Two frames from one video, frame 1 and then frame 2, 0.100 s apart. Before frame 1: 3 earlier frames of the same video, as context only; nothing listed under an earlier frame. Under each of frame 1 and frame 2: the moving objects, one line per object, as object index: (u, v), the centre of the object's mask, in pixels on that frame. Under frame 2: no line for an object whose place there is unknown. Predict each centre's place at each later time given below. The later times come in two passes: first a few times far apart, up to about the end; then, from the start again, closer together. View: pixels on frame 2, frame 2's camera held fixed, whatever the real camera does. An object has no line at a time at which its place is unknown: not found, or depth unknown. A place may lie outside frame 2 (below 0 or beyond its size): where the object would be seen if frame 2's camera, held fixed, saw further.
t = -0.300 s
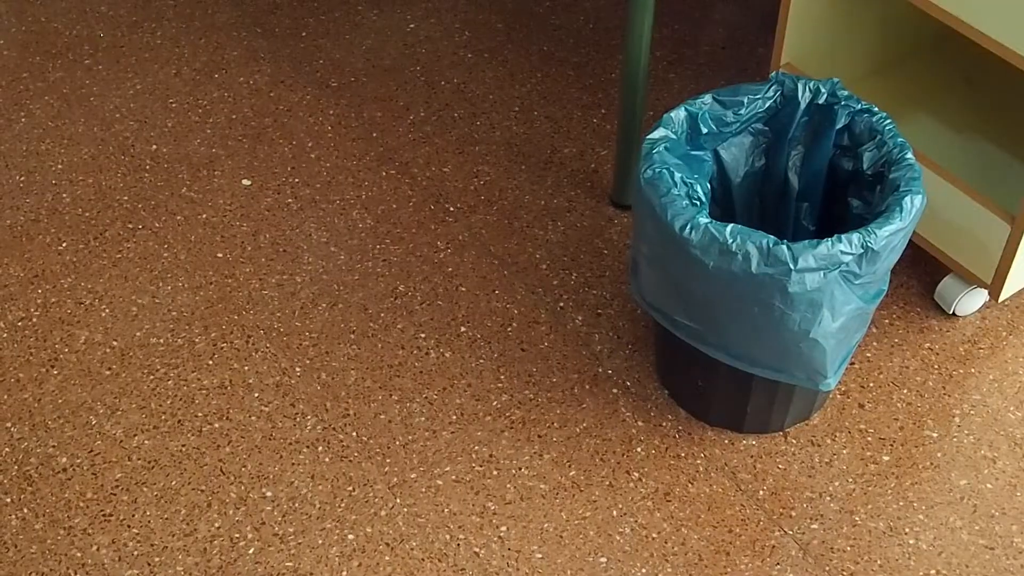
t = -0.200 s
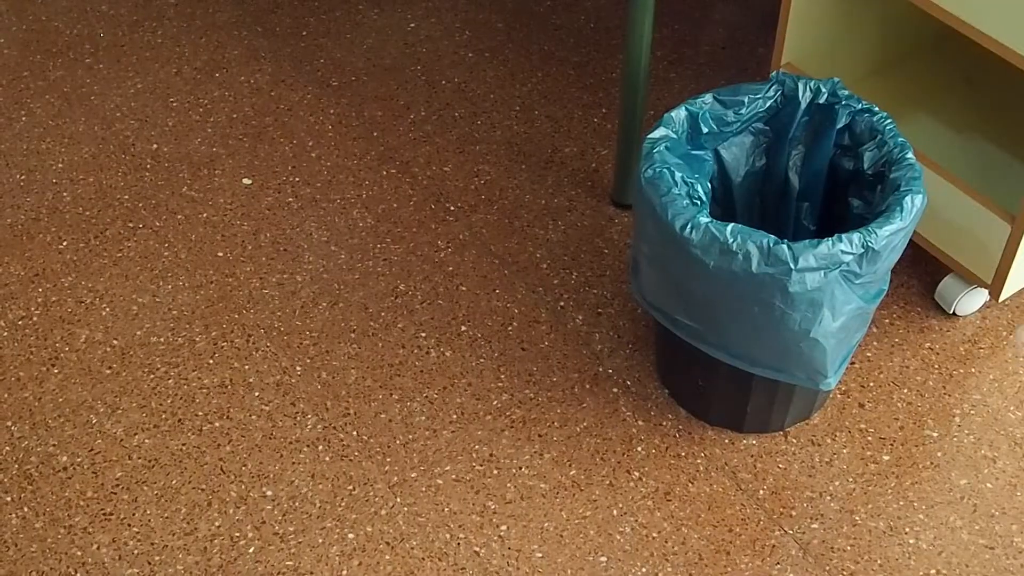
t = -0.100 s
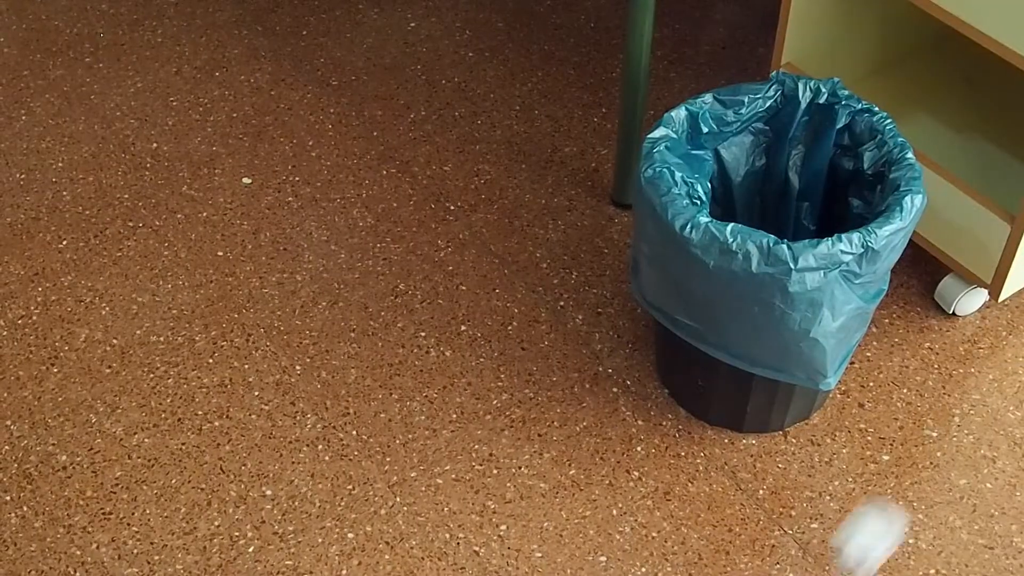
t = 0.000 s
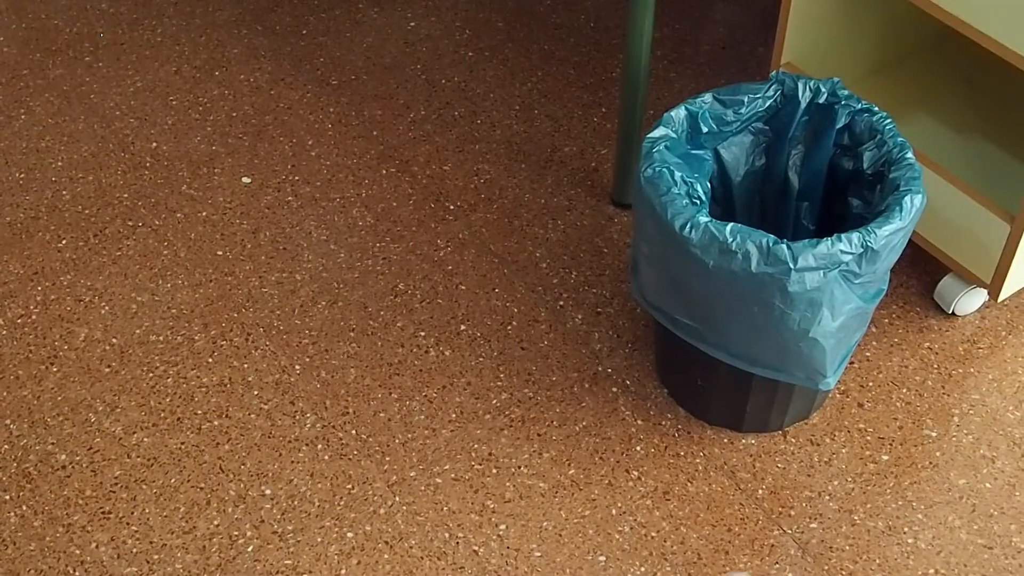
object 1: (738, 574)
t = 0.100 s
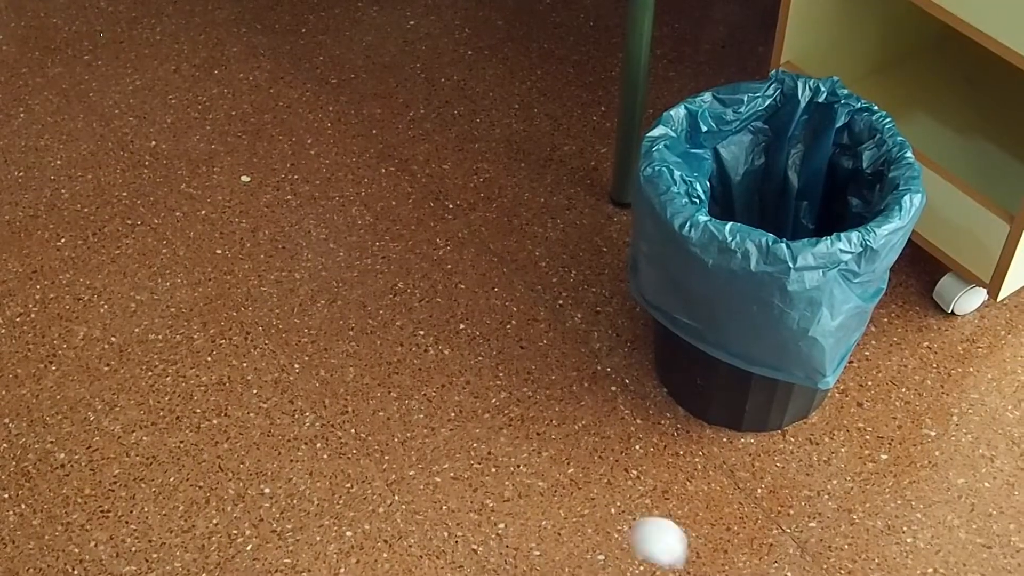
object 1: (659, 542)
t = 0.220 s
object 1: (558, 527)
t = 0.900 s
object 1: (238, 393)
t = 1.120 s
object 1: (192, 405)
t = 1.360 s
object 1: (191, 405)
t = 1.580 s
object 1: (191, 405)
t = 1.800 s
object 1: (191, 405)
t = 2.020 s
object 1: (191, 405)
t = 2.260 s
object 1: (191, 405)
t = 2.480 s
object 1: (191, 405)
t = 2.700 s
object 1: (191, 405)
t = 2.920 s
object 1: (191, 405)
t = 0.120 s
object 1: (647, 536)
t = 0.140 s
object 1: (624, 531)
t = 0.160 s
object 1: (608, 531)
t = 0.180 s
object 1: (589, 530)
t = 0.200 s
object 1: (572, 534)
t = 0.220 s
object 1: (558, 527)
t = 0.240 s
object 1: (542, 513)
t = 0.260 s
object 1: (526, 501)
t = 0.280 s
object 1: (510, 492)
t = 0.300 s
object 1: (495, 484)
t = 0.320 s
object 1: (480, 478)
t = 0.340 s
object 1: (464, 475)
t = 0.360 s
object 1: (451, 470)
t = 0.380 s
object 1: (442, 460)
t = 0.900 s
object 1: (238, 393)
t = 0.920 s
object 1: (233, 392)
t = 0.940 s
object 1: (228, 392)
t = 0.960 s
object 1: (223, 393)
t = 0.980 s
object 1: (217, 395)
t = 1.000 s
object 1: (212, 396)
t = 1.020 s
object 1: (207, 398)
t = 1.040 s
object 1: (202, 400)
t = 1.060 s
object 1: (198, 401)
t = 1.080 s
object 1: (195, 402)
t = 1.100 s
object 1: (193, 404)
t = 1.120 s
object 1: (192, 405)
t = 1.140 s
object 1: (192, 405)
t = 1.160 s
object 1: (191, 405)
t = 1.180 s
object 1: (191, 405)
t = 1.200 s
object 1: (191, 405)
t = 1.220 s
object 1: (191, 405)
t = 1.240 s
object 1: (191, 405)
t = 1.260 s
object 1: (191, 405)
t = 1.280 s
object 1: (191, 405)
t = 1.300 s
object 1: (191, 405)
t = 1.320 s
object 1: (191, 405)
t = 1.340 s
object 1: (191, 405)
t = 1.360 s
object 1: (191, 405)
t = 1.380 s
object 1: (191, 405)
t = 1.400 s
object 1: (191, 405)
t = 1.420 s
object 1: (191, 405)
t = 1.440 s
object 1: (191, 405)
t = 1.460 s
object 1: (191, 405)
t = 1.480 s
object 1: (191, 405)
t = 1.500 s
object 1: (191, 405)
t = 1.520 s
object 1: (191, 405)
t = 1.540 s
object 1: (191, 405)
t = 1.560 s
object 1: (191, 405)
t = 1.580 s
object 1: (191, 405)
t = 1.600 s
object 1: (191, 405)
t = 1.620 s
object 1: (191, 405)
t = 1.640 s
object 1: (191, 405)
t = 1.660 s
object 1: (191, 405)
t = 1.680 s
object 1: (191, 405)
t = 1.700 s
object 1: (191, 405)
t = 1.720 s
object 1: (191, 405)
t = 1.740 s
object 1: (191, 405)
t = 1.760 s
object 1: (191, 405)
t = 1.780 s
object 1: (191, 405)
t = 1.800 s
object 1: (191, 405)
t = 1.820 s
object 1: (191, 405)
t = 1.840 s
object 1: (191, 405)
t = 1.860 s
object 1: (191, 405)
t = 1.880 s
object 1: (191, 405)
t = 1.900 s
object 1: (191, 405)
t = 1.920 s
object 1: (191, 405)
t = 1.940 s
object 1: (191, 405)
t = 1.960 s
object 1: (191, 405)
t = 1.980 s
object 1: (191, 405)
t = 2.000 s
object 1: (191, 405)
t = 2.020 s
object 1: (191, 405)
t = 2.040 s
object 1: (191, 405)
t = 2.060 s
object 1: (191, 405)
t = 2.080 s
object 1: (191, 405)
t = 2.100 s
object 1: (191, 405)
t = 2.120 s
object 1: (191, 405)
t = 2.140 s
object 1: (191, 405)
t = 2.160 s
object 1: (191, 405)
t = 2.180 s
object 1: (191, 405)
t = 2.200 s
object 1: (191, 405)
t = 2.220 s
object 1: (191, 405)
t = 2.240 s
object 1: (191, 405)
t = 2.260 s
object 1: (191, 405)
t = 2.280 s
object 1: (191, 405)
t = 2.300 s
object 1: (191, 405)
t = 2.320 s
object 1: (191, 405)
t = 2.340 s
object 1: (191, 405)
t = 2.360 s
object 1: (191, 405)
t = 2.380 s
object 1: (191, 405)
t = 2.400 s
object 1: (191, 405)
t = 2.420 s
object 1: (191, 405)
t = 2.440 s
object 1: (191, 405)
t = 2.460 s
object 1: (191, 405)
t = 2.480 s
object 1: (191, 405)
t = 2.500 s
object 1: (191, 405)
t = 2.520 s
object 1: (191, 405)
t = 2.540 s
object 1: (191, 405)
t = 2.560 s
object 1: (191, 405)
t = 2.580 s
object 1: (191, 405)
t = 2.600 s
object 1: (191, 405)
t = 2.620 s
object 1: (191, 405)
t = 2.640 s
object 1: (191, 405)
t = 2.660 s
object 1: (191, 405)
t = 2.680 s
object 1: (191, 405)
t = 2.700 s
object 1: (191, 405)
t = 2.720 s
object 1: (191, 405)
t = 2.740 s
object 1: (191, 405)
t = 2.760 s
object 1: (191, 405)
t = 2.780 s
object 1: (191, 405)
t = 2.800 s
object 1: (191, 405)
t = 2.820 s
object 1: (191, 405)
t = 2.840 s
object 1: (191, 405)
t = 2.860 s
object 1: (191, 405)
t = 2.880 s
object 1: (191, 405)
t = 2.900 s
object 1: (191, 405)
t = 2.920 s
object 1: (191, 405)
